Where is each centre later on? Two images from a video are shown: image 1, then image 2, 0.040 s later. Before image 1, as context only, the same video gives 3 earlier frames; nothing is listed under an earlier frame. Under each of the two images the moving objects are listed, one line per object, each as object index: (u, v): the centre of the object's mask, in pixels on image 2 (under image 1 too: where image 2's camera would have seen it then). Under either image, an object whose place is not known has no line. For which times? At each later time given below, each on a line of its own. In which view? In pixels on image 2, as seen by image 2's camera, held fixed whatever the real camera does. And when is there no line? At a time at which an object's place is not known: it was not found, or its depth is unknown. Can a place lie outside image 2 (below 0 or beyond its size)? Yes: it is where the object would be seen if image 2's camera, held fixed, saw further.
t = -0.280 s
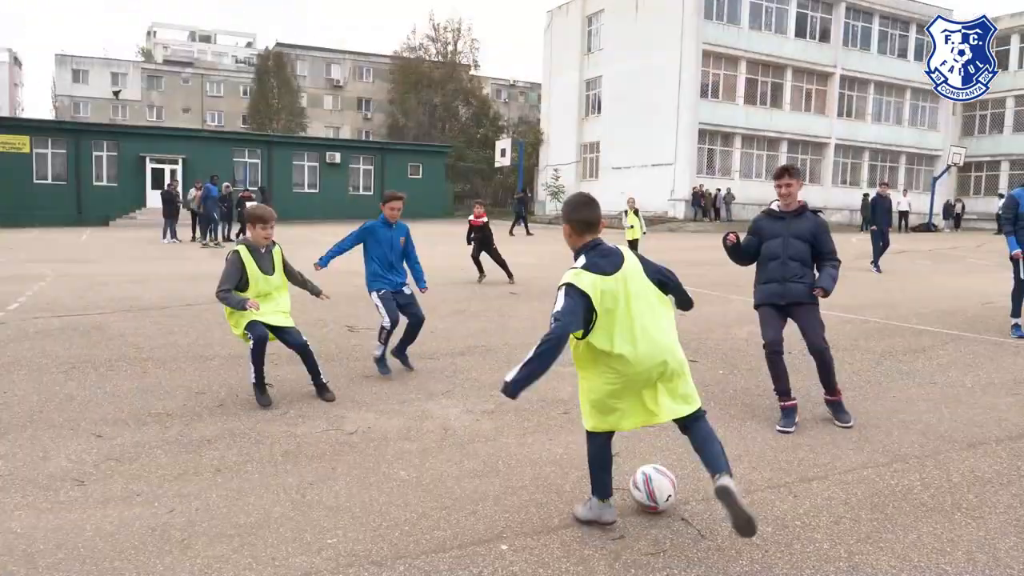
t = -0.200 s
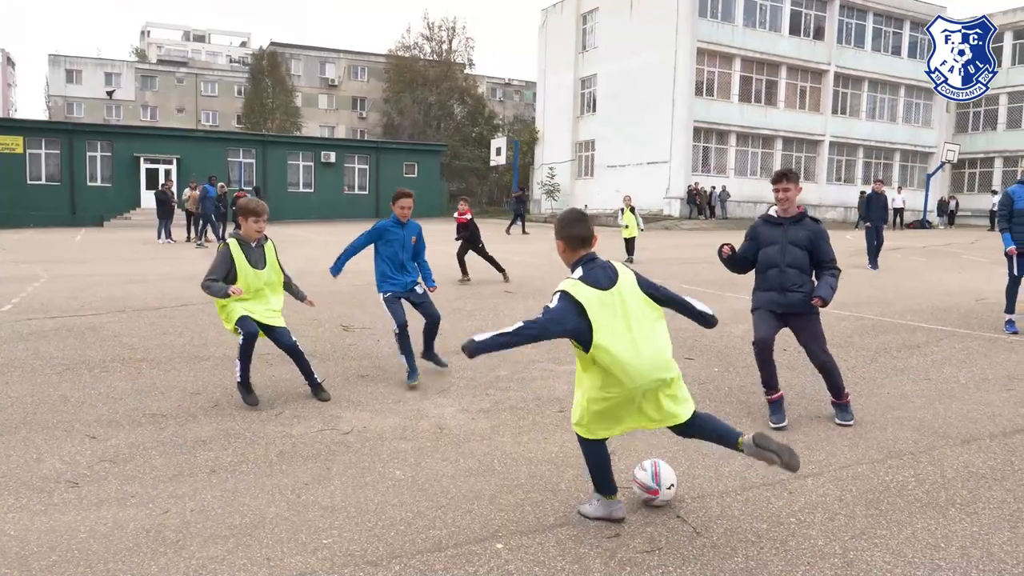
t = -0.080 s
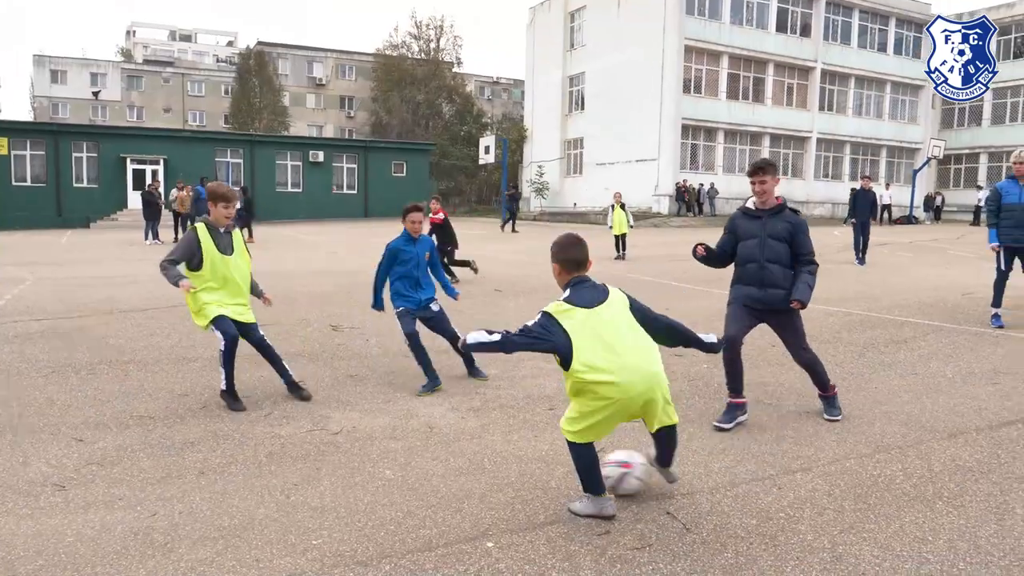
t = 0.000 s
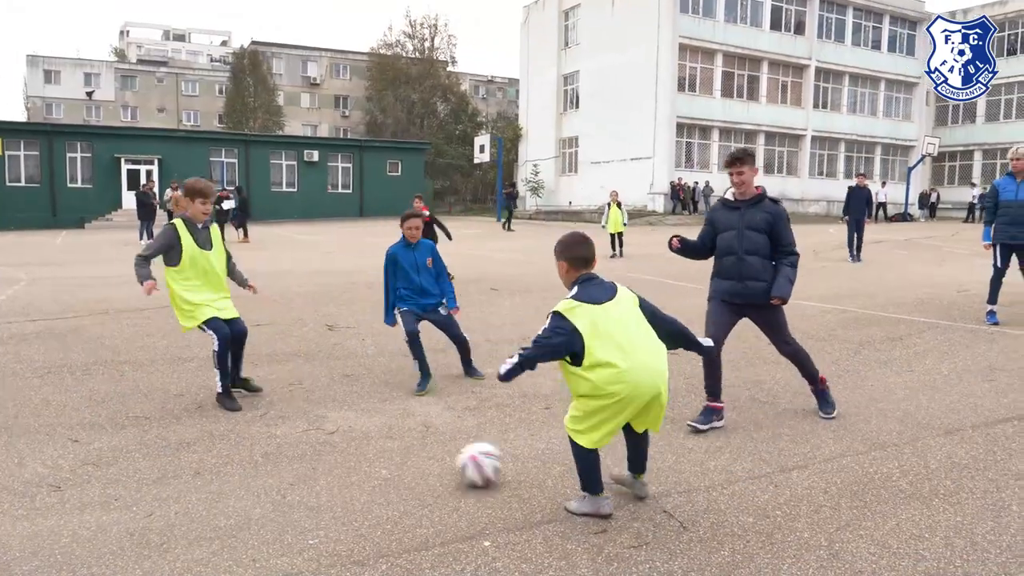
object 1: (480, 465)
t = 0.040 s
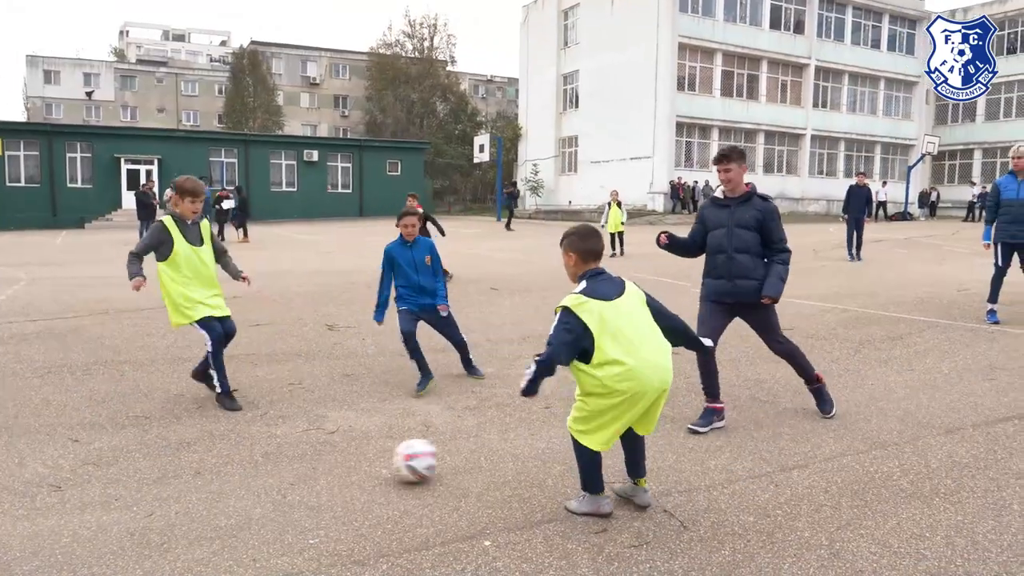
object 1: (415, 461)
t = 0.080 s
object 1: (354, 456)
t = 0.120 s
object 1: (296, 453)
